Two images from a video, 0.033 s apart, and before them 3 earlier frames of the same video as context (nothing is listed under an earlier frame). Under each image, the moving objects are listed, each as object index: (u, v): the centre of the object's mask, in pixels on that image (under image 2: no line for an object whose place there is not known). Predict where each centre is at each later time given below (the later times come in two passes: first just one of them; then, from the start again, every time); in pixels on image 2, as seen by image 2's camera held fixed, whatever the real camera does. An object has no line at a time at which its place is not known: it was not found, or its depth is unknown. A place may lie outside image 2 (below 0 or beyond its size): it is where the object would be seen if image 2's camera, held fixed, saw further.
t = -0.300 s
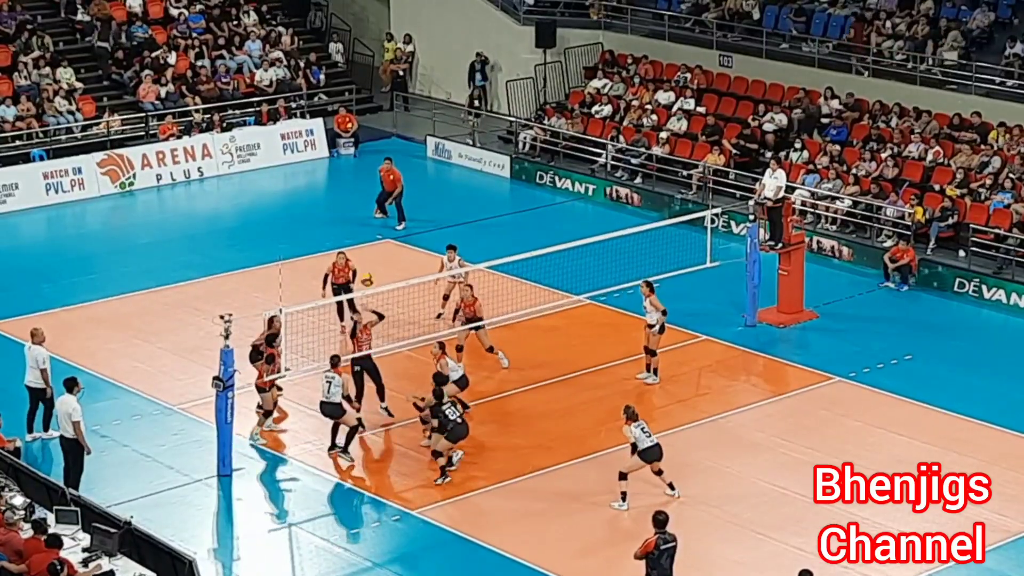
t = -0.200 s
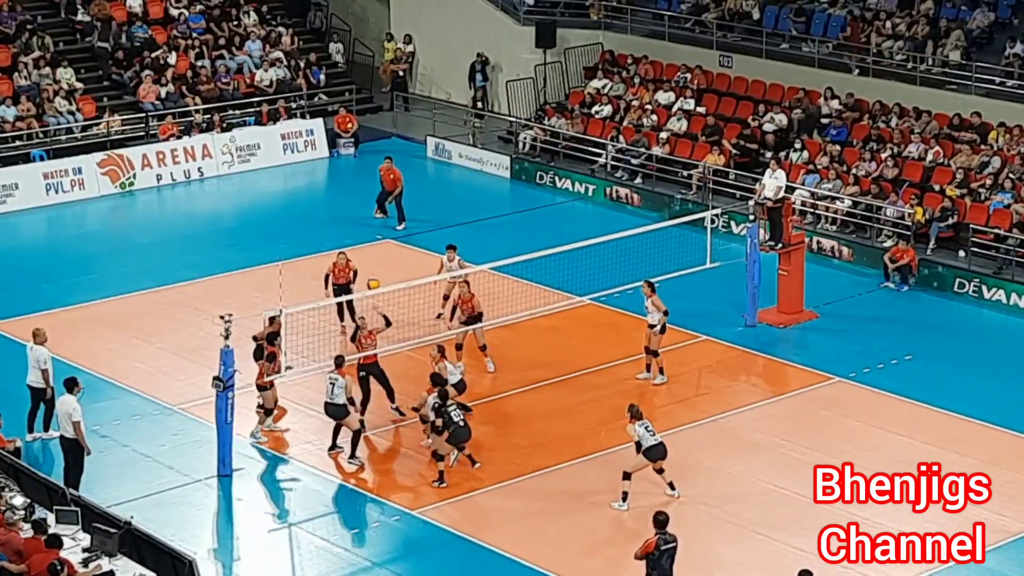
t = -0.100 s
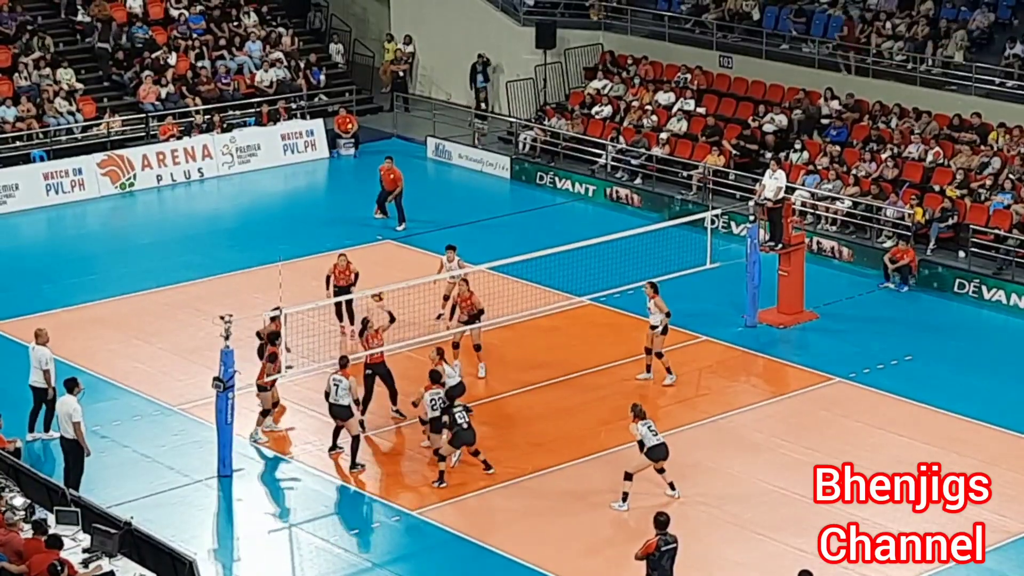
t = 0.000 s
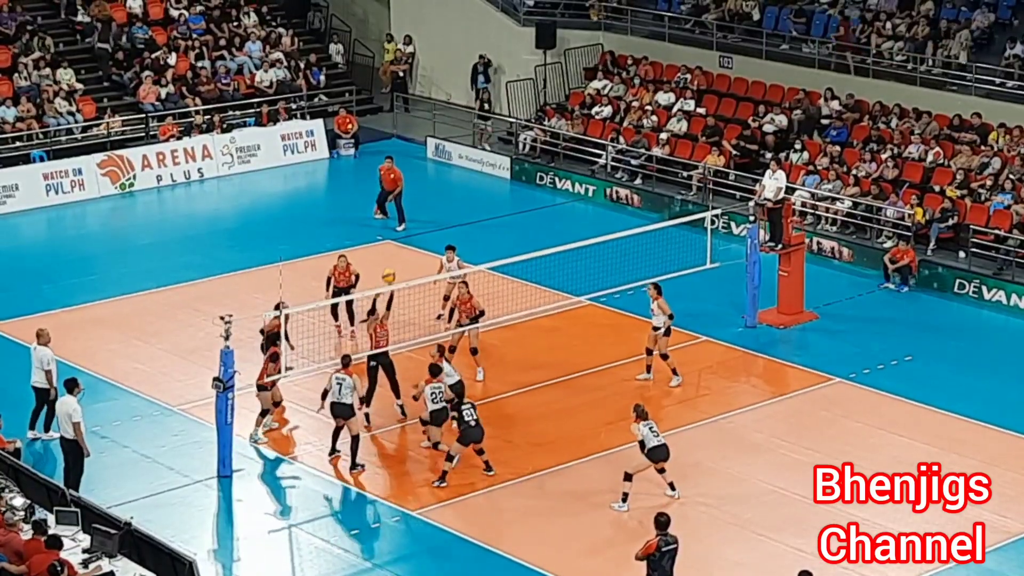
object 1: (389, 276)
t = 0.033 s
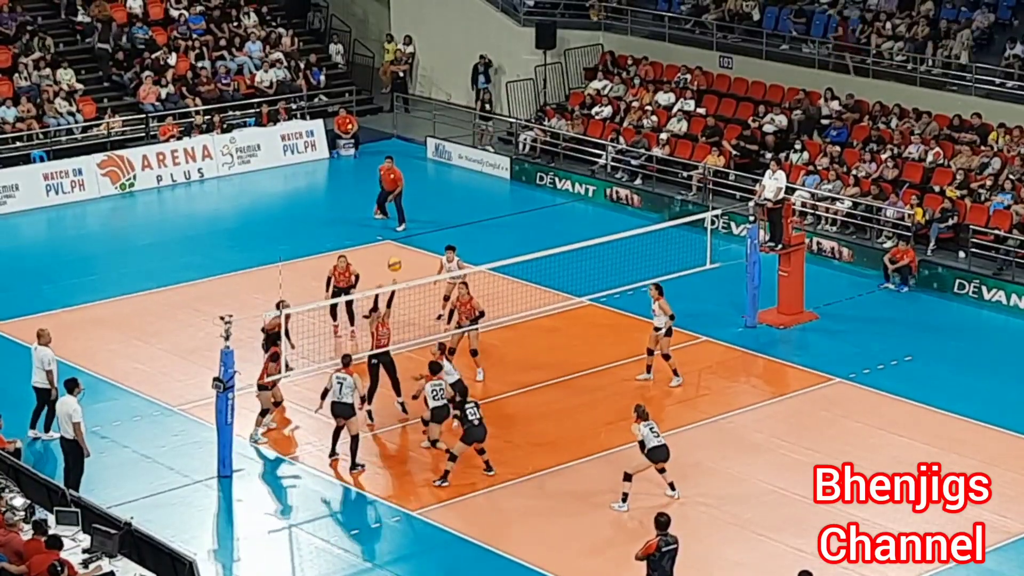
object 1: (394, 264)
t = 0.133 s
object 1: (412, 232)
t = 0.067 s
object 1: (400, 253)
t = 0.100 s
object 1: (406, 242)
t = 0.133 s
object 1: (412, 232)
